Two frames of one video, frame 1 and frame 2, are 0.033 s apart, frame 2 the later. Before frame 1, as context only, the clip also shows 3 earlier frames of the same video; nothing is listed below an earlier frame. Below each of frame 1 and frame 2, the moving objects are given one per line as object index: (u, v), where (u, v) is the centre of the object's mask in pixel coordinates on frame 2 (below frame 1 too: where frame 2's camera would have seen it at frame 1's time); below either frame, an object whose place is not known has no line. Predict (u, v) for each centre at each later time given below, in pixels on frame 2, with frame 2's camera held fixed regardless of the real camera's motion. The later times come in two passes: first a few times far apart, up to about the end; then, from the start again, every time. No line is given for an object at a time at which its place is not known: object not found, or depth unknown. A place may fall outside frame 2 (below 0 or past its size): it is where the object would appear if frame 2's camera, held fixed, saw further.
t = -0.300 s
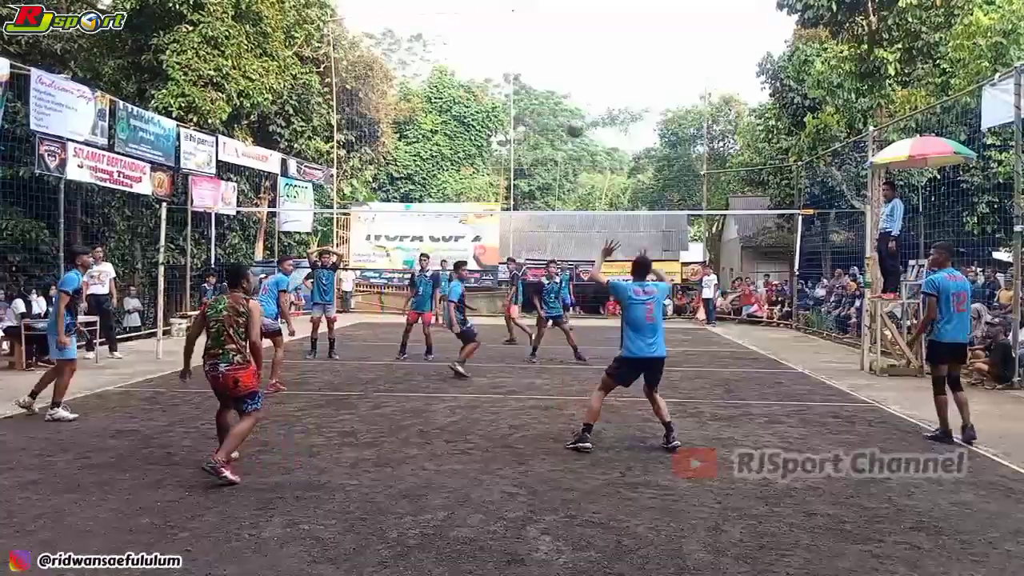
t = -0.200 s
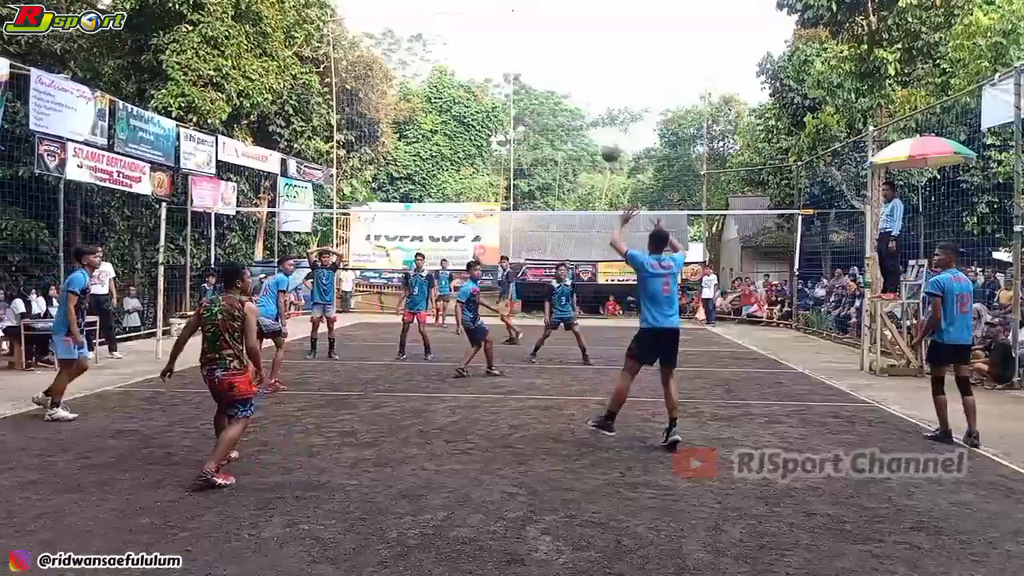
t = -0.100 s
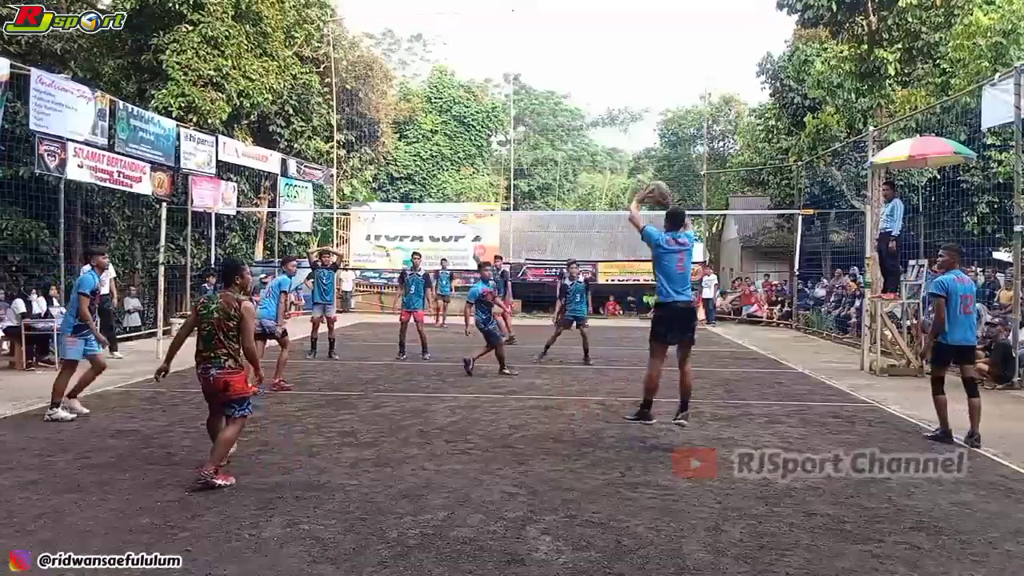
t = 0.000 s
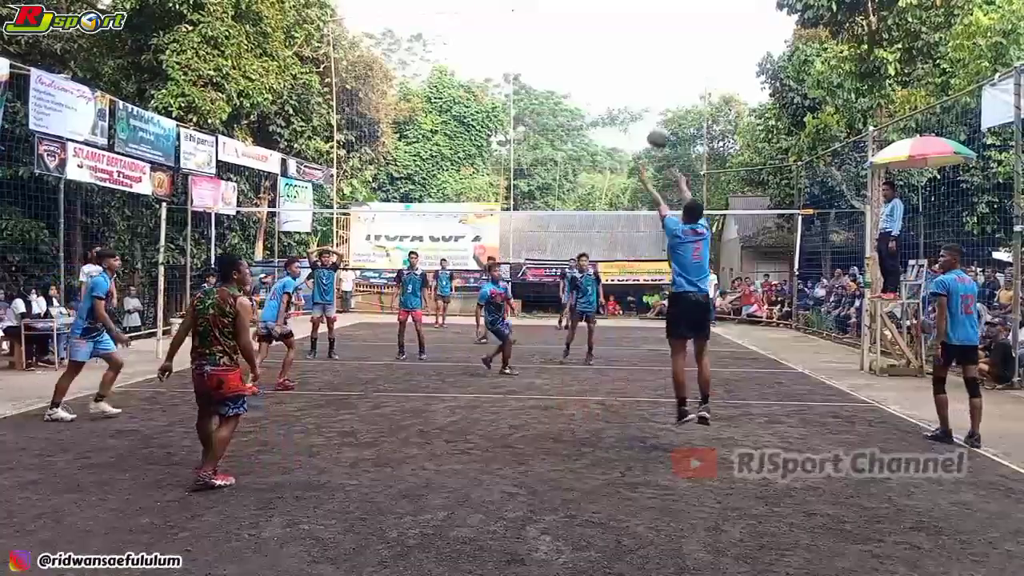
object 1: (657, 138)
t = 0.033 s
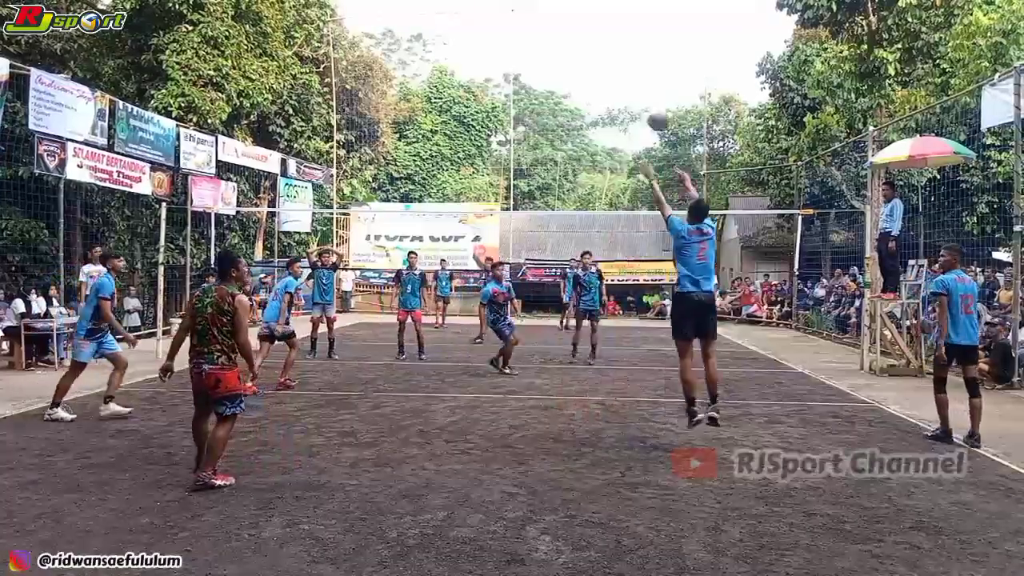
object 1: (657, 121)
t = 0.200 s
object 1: (658, 56)
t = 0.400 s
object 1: (658, 22)
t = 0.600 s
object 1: (657, 28)
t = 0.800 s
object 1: (656, 68)
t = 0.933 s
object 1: (655, 110)
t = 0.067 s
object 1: (658, 105)
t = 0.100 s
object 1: (658, 90)
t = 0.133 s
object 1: (658, 77)
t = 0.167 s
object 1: (658, 66)
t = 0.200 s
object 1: (658, 56)
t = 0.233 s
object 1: (657, 48)
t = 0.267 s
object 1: (657, 40)
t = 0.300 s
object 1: (658, 34)
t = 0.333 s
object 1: (657, 30)
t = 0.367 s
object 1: (657, 24)
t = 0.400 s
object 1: (658, 22)
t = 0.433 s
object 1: (657, 20)
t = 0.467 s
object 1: (657, 20)
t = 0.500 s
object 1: (657, 20)
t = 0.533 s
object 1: (657, 22)
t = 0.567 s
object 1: (657, 24)
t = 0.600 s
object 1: (657, 28)
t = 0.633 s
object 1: (656, 33)
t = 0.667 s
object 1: (656, 38)
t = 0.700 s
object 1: (655, 45)
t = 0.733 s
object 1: (656, 51)
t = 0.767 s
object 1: (656, 60)
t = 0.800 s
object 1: (656, 68)
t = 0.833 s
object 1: (656, 76)
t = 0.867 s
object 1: (655, 87)
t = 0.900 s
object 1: (654, 98)
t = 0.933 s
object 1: (655, 110)
